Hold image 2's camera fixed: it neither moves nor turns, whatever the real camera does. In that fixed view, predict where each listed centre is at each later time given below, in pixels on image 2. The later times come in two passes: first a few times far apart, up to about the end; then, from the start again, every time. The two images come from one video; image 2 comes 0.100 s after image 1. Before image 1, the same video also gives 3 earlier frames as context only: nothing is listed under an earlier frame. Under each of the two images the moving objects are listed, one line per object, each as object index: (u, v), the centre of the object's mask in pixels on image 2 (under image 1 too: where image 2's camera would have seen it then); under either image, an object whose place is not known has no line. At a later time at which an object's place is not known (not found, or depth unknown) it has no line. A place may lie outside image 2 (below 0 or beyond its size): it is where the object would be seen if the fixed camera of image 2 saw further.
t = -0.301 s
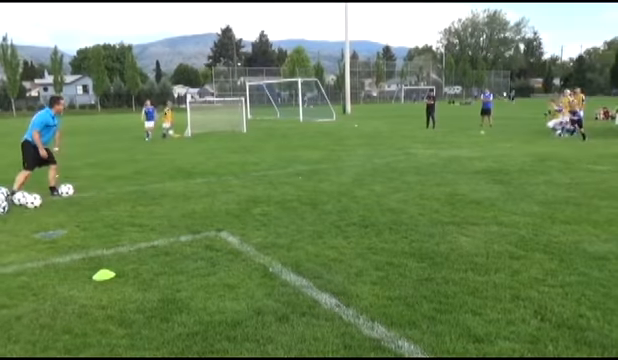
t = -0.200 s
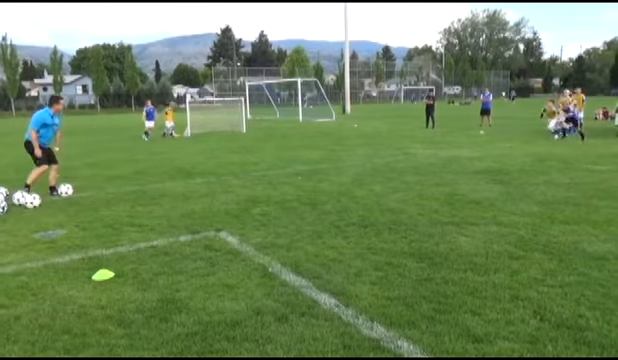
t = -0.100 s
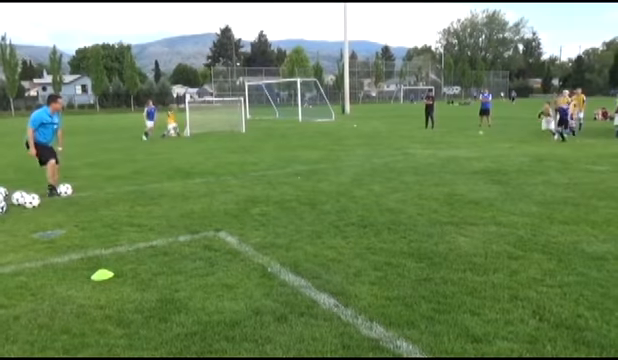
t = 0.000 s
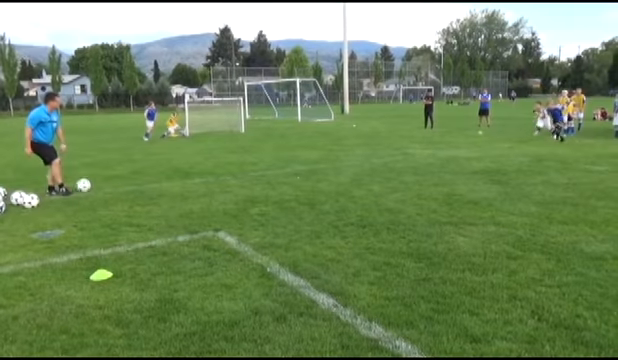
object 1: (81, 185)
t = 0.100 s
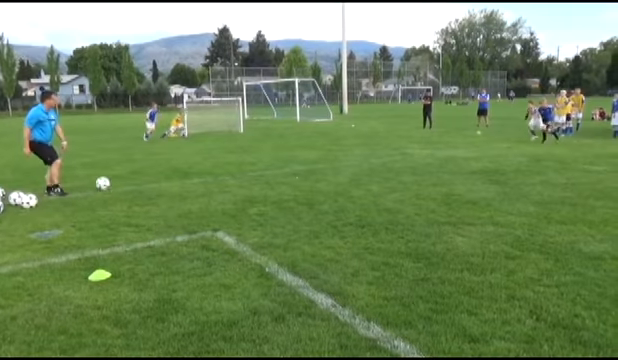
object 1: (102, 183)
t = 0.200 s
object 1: (121, 181)
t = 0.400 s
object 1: (152, 178)
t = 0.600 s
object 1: (179, 175)
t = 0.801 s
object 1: (203, 173)
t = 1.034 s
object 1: (228, 170)
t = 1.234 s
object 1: (247, 168)
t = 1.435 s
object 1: (263, 167)
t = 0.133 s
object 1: (109, 183)
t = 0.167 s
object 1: (115, 183)
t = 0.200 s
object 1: (121, 181)
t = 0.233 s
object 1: (126, 180)
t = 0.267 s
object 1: (132, 179)
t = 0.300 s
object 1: (137, 179)
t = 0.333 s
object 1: (142, 179)
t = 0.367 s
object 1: (147, 179)
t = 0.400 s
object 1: (152, 178)
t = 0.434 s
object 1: (156, 177)
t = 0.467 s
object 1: (161, 177)
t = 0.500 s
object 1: (166, 177)
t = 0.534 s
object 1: (171, 176)
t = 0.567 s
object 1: (175, 176)
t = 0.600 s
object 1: (179, 175)
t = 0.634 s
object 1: (183, 174)
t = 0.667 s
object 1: (188, 174)
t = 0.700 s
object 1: (192, 174)
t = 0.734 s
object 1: (195, 174)
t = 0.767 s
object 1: (200, 173)
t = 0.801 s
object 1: (203, 173)
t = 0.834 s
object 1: (207, 173)
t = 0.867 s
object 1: (211, 172)
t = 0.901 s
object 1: (214, 171)
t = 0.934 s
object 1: (218, 171)
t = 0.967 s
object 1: (222, 171)
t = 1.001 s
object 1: (225, 171)
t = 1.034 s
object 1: (228, 170)
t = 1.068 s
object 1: (231, 170)
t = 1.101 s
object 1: (235, 169)
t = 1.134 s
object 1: (238, 169)
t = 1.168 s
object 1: (241, 168)
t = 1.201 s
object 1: (244, 168)
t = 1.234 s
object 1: (247, 168)
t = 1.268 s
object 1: (250, 168)
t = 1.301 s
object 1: (253, 168)
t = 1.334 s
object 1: (255, 168)
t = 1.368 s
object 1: (258, 167)
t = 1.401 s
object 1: (260, 167)
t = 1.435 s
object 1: (263, 167)
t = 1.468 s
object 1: (265, 166)
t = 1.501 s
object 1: (267, 166)
